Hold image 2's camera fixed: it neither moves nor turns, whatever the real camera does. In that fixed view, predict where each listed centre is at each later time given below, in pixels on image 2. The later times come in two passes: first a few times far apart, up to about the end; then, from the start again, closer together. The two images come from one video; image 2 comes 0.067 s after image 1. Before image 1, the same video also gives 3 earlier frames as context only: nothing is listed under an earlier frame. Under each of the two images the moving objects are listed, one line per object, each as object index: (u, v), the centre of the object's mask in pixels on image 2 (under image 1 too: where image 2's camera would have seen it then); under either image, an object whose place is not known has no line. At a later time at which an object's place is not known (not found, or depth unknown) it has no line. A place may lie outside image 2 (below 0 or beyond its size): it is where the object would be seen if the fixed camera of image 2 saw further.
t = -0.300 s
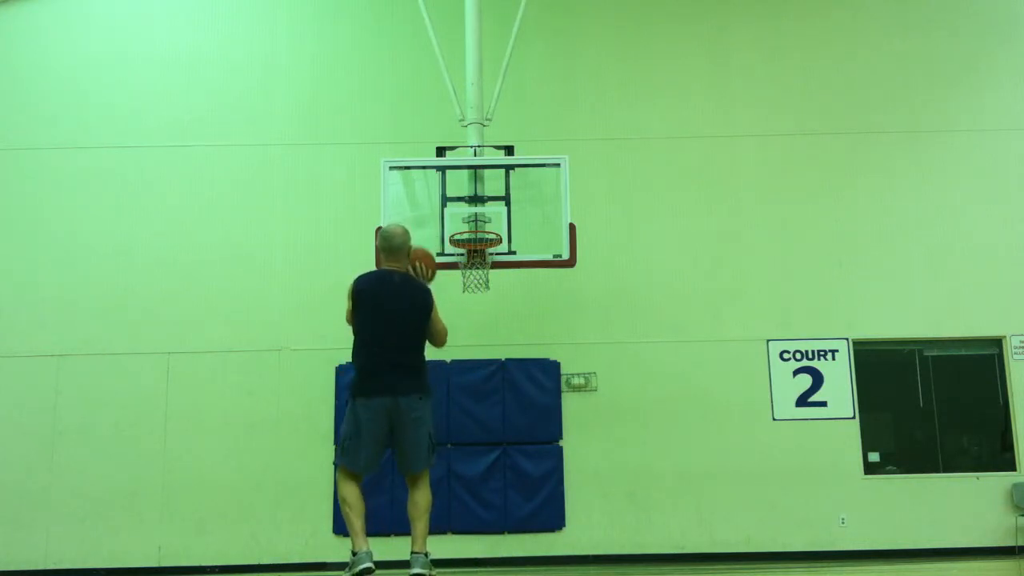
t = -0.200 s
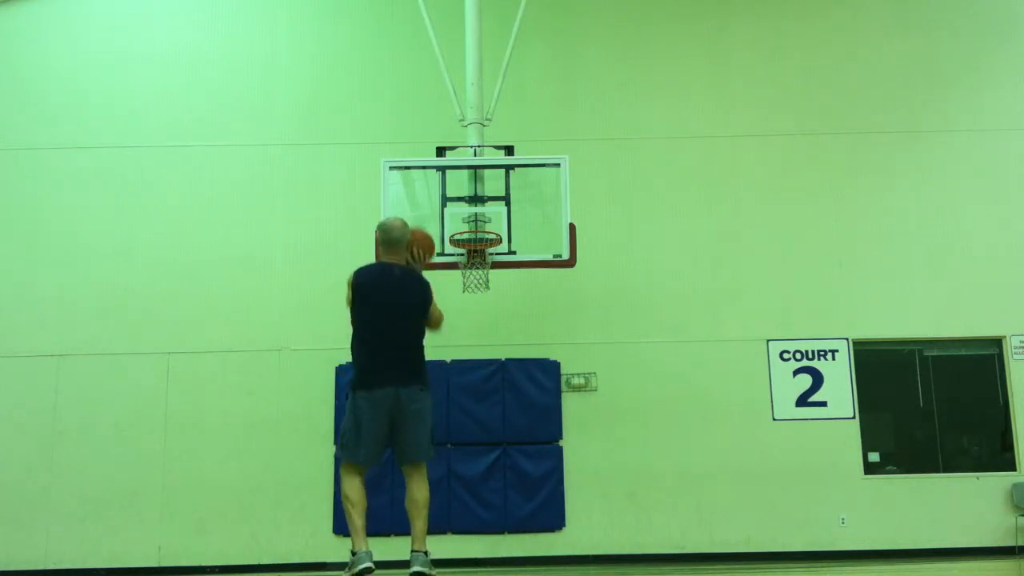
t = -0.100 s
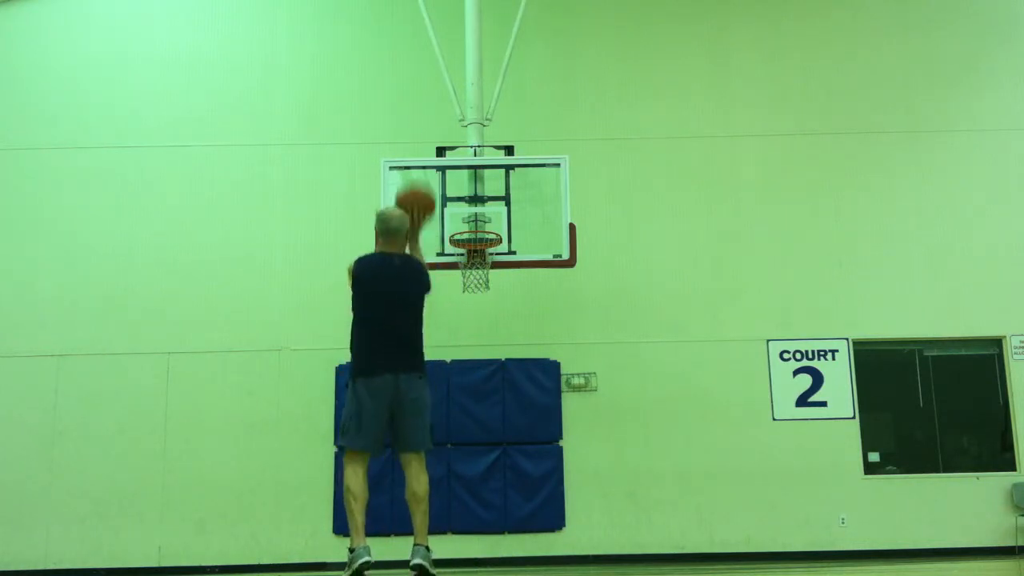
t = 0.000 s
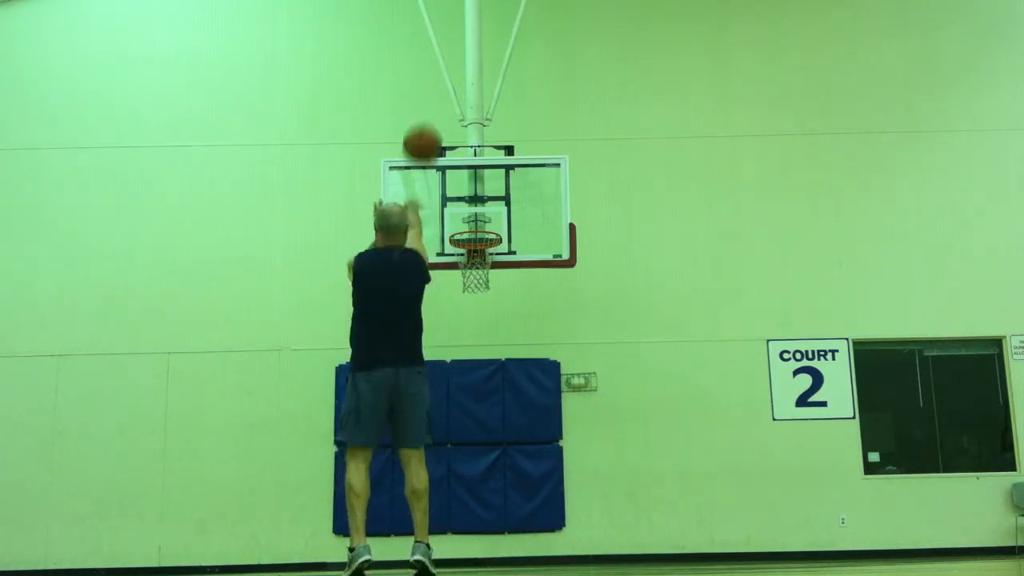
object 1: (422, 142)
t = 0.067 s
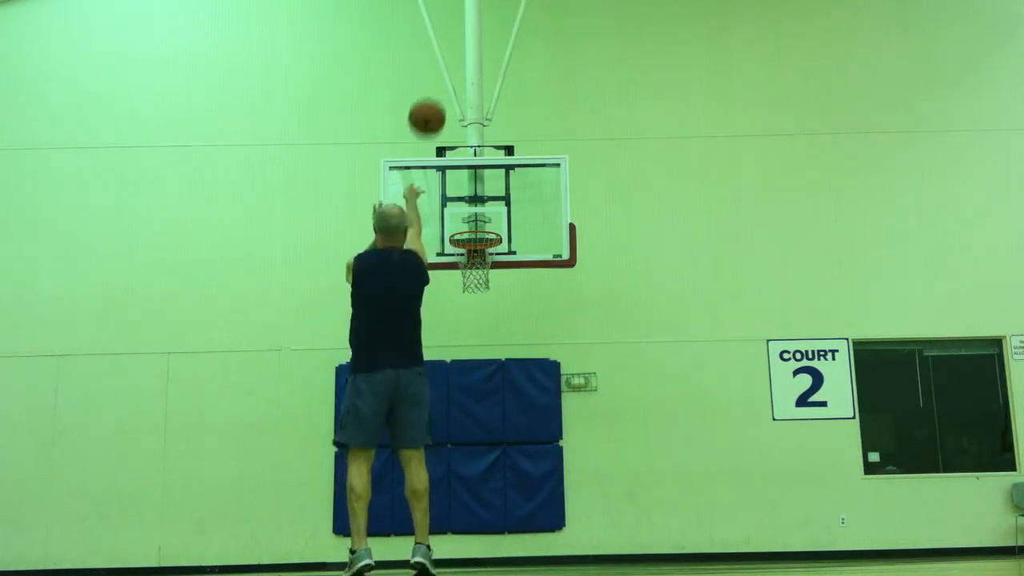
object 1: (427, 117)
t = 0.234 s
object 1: (437, 83)
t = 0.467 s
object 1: (449, 94)
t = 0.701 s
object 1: (461, 161)
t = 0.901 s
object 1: (472, 250)
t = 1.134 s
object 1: (511, 317)
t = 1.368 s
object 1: (549, 439)
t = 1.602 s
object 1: (580, 494)
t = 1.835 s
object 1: (589, 394)
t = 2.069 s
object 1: (603, 349)
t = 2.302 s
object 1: (619, 370)
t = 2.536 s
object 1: (641, 468)
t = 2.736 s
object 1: (659, 502)
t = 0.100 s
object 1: (429, 107)
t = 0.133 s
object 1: (431, 98)
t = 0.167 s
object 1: (433, 92)
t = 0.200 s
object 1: (435, 86)
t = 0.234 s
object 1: (437, 83)
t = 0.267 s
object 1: (439, 80)
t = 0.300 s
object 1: (441, 80)
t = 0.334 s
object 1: (442, 80)
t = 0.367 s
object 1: (444, 82)
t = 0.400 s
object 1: (446, 85)
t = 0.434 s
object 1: (448, 89)
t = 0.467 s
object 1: (449, 94)
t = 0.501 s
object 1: (451, 101)
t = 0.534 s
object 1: (453, 108)
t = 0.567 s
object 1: (454, 117)
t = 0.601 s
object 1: (456, 126)
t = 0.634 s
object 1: (458, 137)
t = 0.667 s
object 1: (459, 148)
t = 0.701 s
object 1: (461, 161)
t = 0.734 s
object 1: (462, 175)
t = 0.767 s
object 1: (463, 188)
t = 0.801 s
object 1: (465, 202)
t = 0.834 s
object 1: (467, 218)
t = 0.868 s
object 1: (468, 234)
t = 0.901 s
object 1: (472, 250)
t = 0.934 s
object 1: (478, 260)
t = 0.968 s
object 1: (486, 273)
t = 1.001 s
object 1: (491, 278)
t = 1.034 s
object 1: (496, 288)
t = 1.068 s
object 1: (500, 296)
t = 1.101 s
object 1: (505, 306)
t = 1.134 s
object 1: (511, 317)
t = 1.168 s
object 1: (516, 331)
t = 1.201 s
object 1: (521, 344)
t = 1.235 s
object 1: (526, 359)
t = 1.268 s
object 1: (532, 378)
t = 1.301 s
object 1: (538, 396)
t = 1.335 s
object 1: (544, 416)
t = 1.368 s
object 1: (549, 439)
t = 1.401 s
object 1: (556, 463)
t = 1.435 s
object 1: (563, 489)
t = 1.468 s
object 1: (570, 516)
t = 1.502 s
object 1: (574, 544)
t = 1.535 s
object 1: (577, 535)
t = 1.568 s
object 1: (579, 515)
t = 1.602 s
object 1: (580, 494)
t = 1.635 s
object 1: (581, 477)
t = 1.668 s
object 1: (582, 460)
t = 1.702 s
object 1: (584, 444)
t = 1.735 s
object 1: (585, 429)
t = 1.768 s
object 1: (586, 416)
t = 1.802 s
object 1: (587, 404)
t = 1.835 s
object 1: (589, 394)
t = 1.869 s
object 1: (590, 384)
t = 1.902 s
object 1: (593, 374)
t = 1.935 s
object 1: (594, 367)
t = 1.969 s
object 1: (596, 361)
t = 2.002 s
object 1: (599, 355)
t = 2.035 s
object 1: (600, 352)
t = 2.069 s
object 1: (603, 349)
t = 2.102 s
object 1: (605, 348)
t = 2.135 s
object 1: (607, 348)
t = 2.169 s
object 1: (610, 350)
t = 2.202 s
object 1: (612, 353)
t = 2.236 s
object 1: (614, 357)
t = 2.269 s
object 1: (617, 363)
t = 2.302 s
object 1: (619, 370)
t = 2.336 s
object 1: (622, 379)
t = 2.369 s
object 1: (625, 389)
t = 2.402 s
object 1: (628, 402)
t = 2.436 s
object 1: (631, 415)
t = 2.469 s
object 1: (635, 431)
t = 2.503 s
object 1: (638, 448)
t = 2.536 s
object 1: (641, 468)
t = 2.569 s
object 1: (646, 490)
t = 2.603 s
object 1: (649, 512)
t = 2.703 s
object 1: (658, 519)
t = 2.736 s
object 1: (659, 502)
